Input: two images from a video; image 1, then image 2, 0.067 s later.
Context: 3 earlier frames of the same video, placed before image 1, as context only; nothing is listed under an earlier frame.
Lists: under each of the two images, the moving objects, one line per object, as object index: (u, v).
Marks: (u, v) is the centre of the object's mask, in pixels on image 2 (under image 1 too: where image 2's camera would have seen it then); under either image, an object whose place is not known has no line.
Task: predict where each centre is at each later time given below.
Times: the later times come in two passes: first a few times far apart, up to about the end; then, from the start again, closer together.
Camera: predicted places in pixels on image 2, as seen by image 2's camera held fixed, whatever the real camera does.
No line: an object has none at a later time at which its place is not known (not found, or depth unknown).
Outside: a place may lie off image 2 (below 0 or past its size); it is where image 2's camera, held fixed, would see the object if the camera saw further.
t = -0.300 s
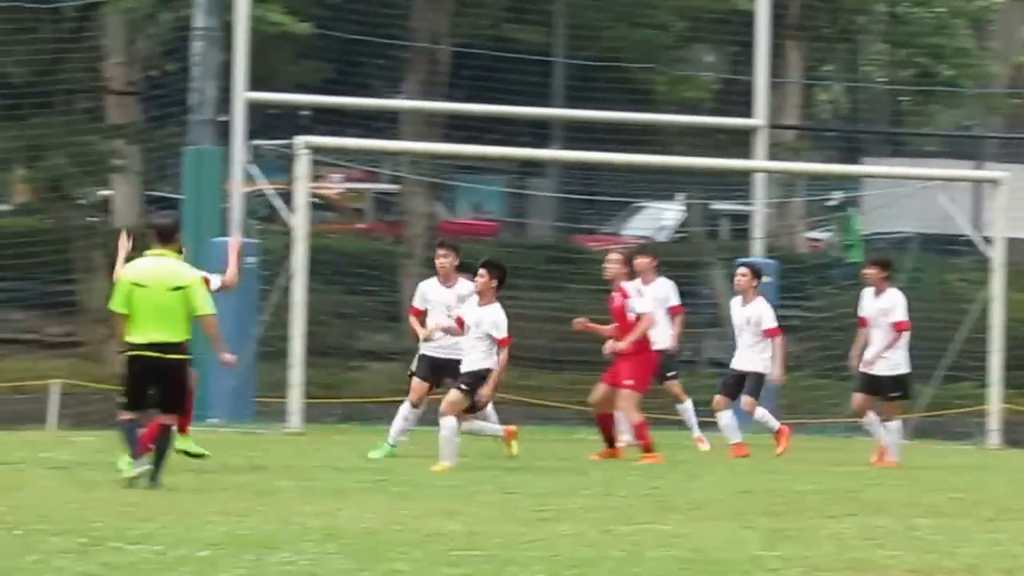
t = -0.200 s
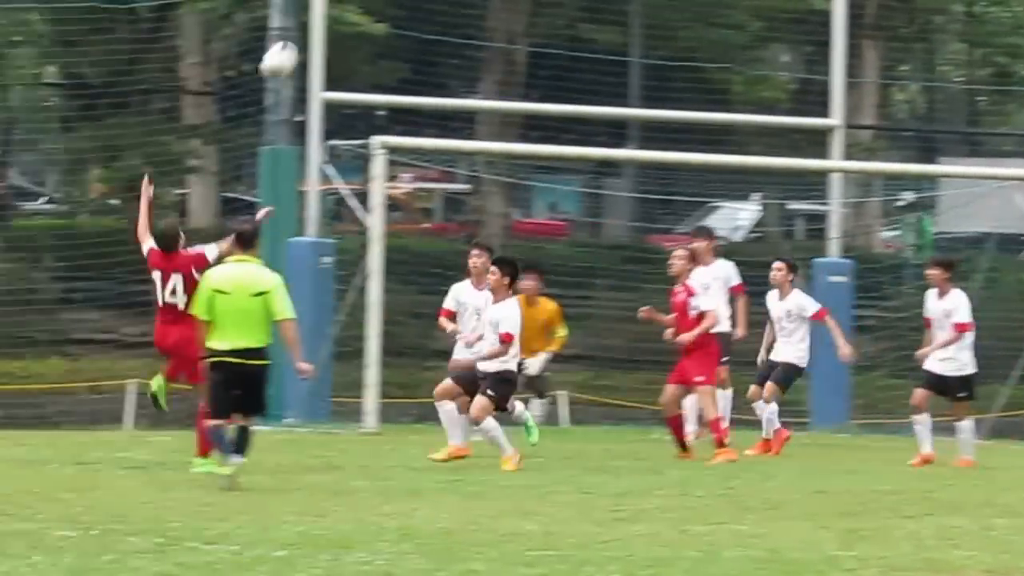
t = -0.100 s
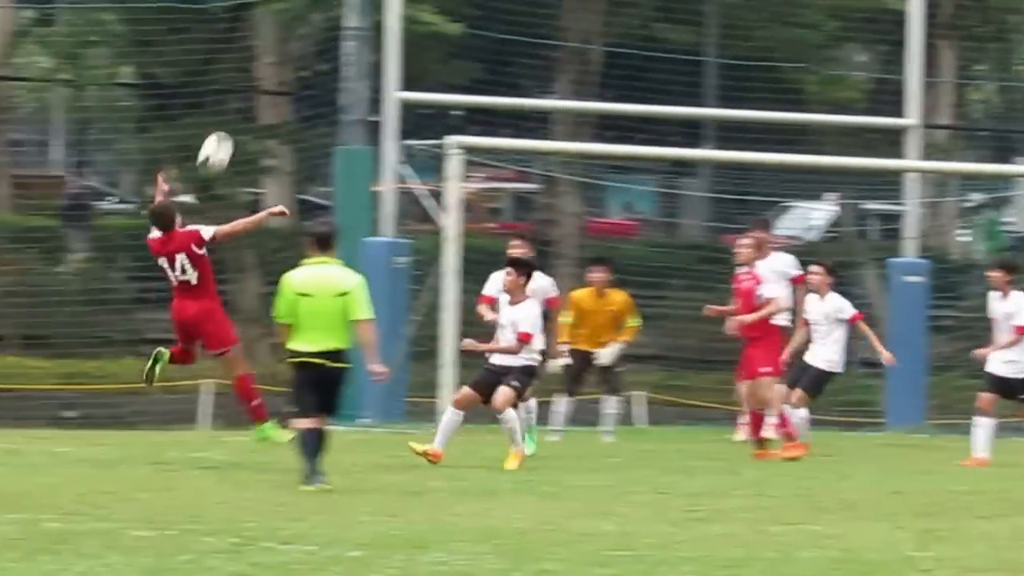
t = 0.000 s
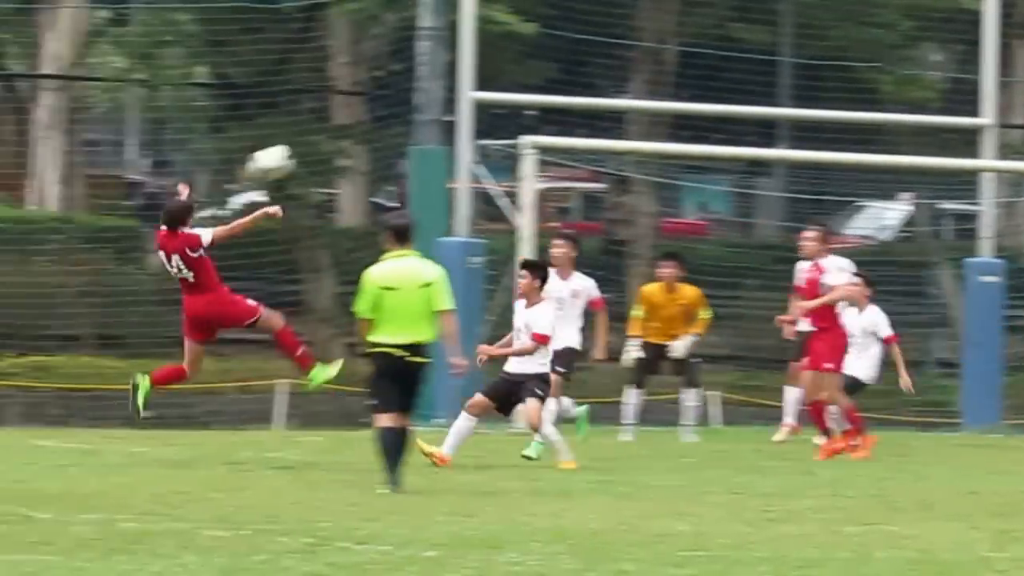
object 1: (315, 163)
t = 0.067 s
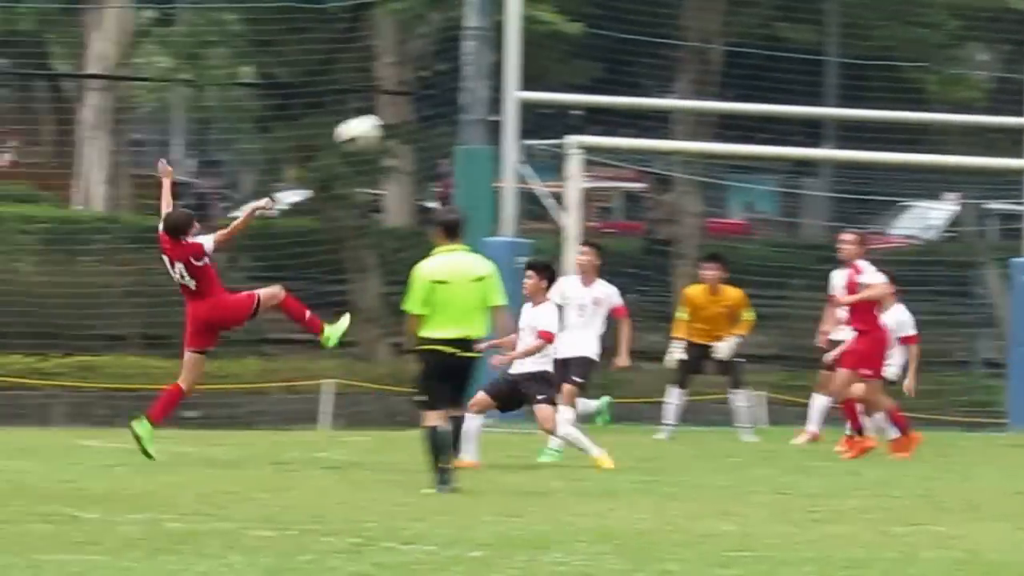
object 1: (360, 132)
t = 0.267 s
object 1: (488, 77)
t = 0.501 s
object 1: (639, 86)
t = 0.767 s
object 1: (806, 193)
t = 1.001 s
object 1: (953, 377)
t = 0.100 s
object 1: (381, 118)
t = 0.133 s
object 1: (402, 108)
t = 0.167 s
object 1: (425, 97)
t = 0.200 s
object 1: (445, 89)
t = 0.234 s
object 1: (468, 83)
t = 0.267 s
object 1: (488, 77)
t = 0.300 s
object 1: (513, 74)
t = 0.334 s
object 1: (534, 73)
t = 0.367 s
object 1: (554, 73)
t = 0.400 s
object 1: (575, 74)
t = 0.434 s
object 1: (597, 77)
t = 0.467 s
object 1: (618, 80)
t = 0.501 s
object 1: (639, 86)
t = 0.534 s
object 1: (660, 93)
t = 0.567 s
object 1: (681, 103)
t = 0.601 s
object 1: (702, 115)
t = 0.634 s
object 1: (723, 126)
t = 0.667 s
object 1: (742, 139)
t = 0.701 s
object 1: (764, 156)
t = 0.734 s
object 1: (785, 174)
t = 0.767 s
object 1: (806, 193)
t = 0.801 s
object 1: (827, 214)
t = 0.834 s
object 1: (849, 236)
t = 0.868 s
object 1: (869, 261)
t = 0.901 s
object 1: (890, 287)
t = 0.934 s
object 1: (911, 315)
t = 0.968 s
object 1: (931, 345)
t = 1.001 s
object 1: (953, 377)
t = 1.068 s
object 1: (995, 442)
